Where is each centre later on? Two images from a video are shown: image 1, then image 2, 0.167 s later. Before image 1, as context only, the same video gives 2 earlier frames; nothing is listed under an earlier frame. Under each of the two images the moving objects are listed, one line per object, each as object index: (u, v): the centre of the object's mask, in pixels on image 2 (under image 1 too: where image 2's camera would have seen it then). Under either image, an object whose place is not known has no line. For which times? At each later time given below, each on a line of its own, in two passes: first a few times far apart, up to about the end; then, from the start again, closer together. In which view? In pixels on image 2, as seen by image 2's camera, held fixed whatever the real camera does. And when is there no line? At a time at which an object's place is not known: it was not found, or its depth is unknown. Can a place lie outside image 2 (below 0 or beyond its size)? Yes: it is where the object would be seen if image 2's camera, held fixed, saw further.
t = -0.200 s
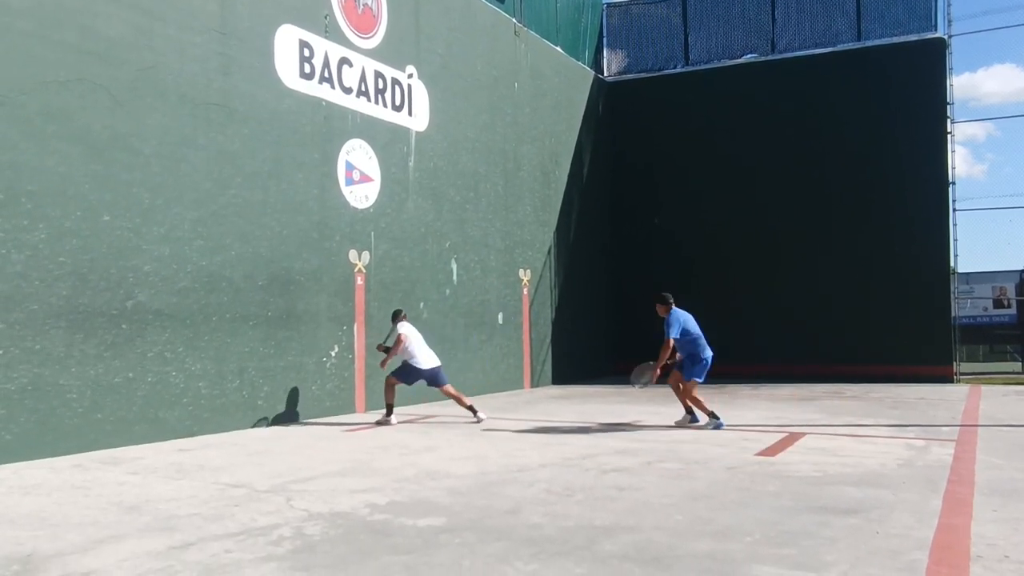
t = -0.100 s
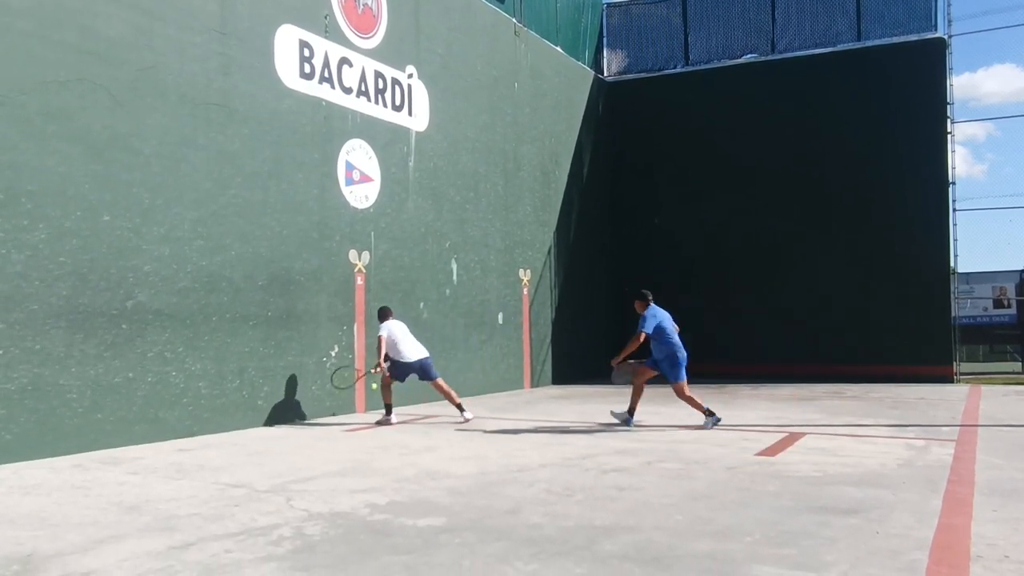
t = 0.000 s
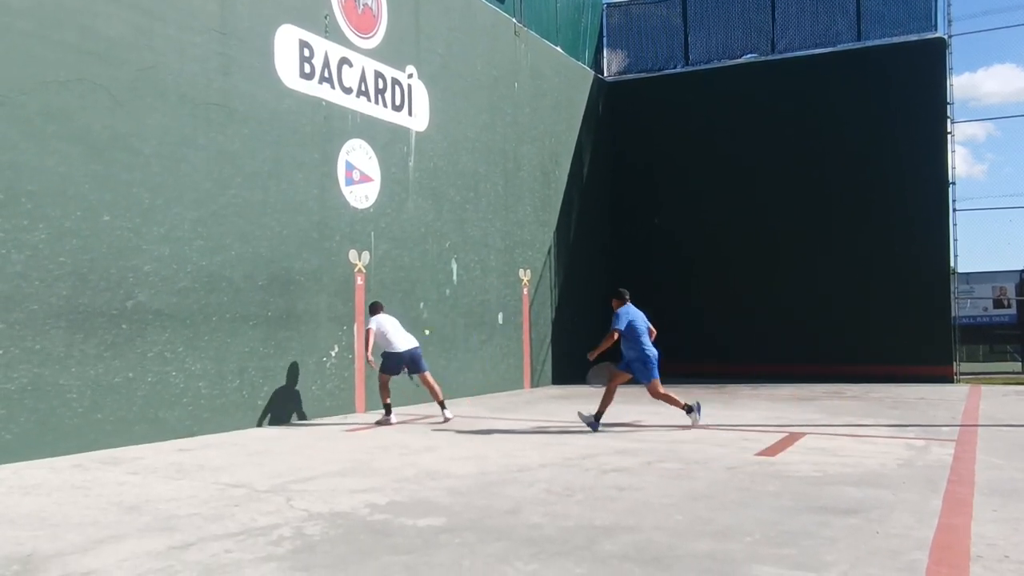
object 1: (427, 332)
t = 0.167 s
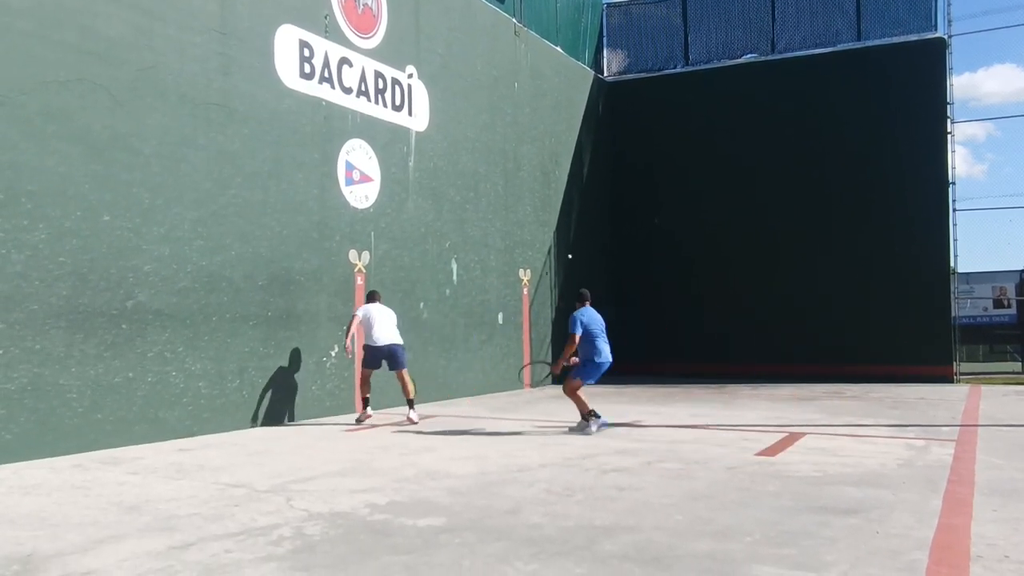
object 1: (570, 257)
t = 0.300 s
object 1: (618, 239)
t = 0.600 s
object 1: (610, 208)
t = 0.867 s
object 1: (575, 218)
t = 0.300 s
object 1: (618, 239)
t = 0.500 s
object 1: (620, 213)
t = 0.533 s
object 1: (617, 211)
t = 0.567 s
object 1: (614, 209)
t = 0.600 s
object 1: (610, 208)
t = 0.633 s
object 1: (605, 207)
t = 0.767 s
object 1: (590, 209)
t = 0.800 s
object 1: (585, 212)
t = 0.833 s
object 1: (580, 214)
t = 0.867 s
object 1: (575, 218)
